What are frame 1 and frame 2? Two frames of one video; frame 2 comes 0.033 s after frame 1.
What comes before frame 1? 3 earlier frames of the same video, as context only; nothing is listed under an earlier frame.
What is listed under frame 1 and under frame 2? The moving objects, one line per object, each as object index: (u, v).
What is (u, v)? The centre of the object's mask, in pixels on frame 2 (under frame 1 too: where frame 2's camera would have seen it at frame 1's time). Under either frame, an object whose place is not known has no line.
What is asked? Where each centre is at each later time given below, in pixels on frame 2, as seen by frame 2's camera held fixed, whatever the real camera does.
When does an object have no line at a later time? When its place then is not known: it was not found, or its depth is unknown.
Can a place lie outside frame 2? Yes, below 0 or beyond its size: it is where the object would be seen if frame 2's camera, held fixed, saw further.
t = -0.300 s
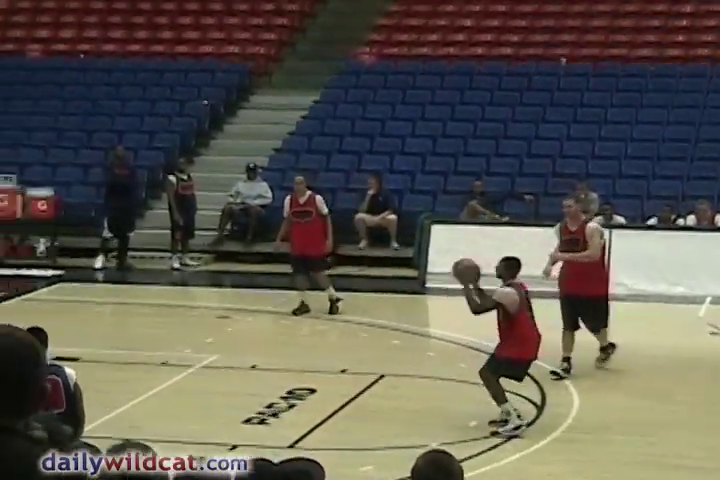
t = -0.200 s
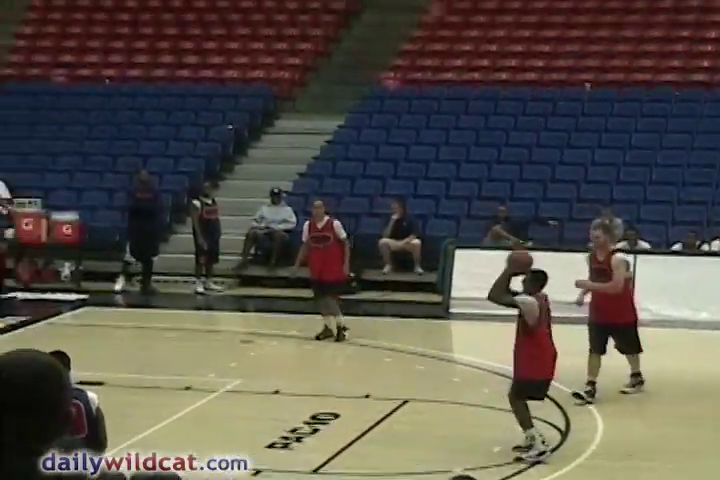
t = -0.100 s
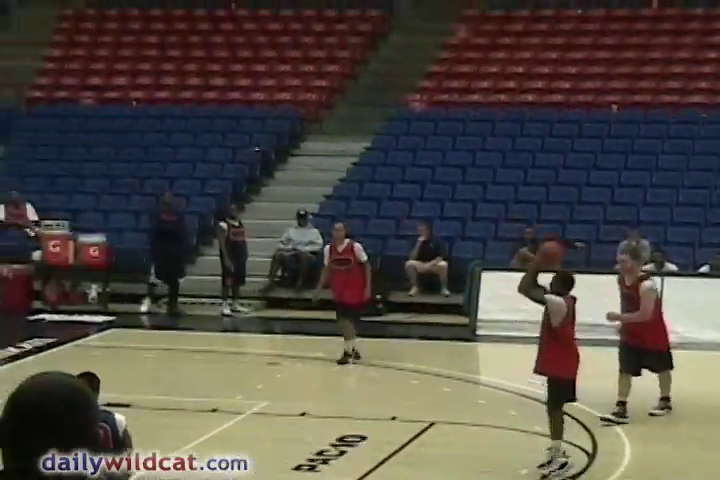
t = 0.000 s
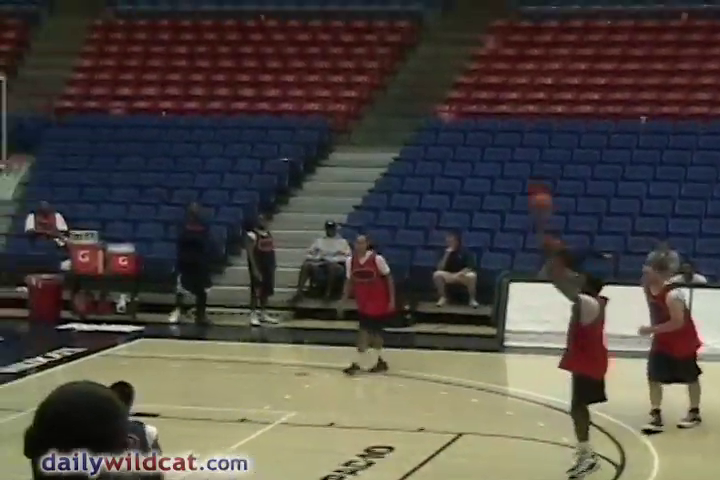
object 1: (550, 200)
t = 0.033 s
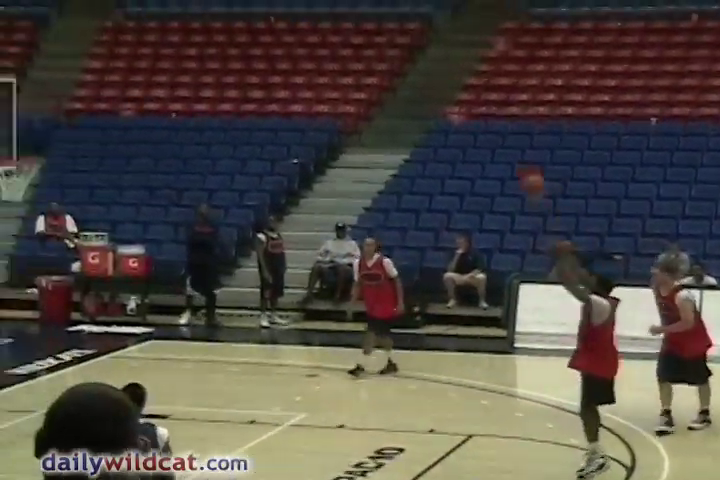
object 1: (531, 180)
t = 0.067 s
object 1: (515, 163)
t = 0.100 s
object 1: (498, 148)
